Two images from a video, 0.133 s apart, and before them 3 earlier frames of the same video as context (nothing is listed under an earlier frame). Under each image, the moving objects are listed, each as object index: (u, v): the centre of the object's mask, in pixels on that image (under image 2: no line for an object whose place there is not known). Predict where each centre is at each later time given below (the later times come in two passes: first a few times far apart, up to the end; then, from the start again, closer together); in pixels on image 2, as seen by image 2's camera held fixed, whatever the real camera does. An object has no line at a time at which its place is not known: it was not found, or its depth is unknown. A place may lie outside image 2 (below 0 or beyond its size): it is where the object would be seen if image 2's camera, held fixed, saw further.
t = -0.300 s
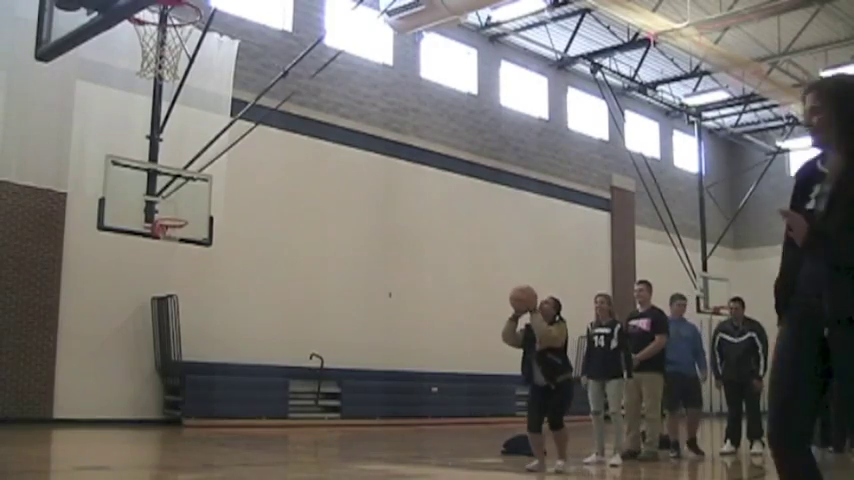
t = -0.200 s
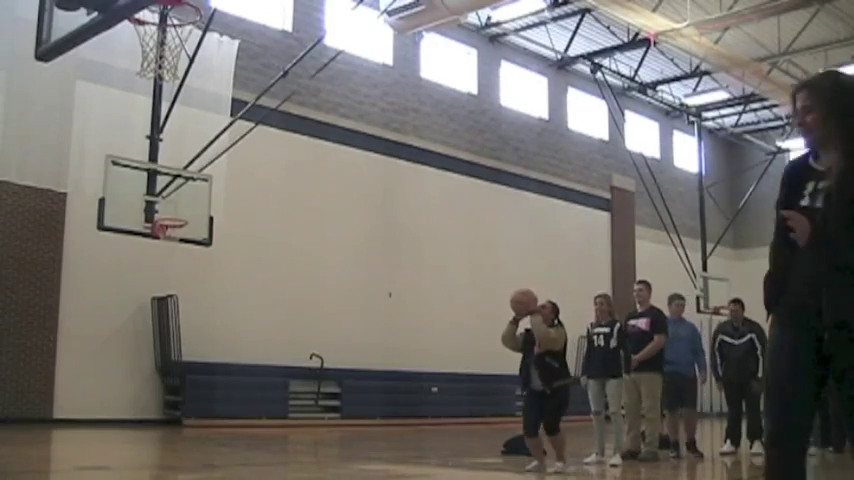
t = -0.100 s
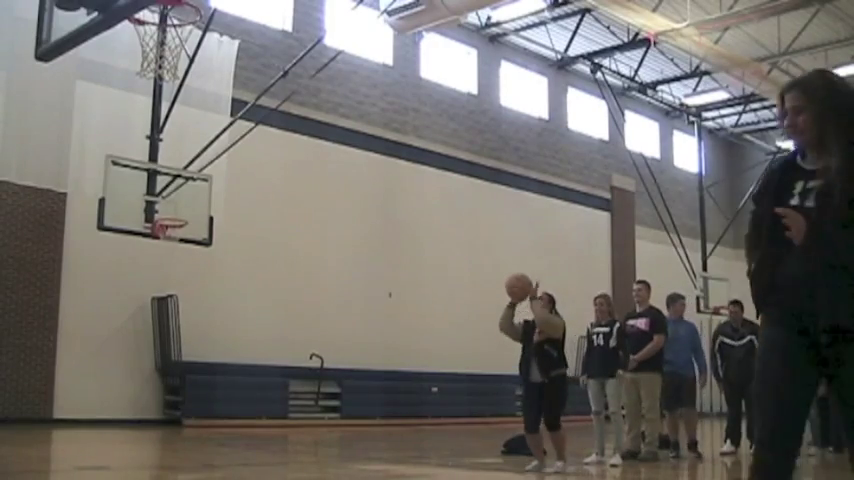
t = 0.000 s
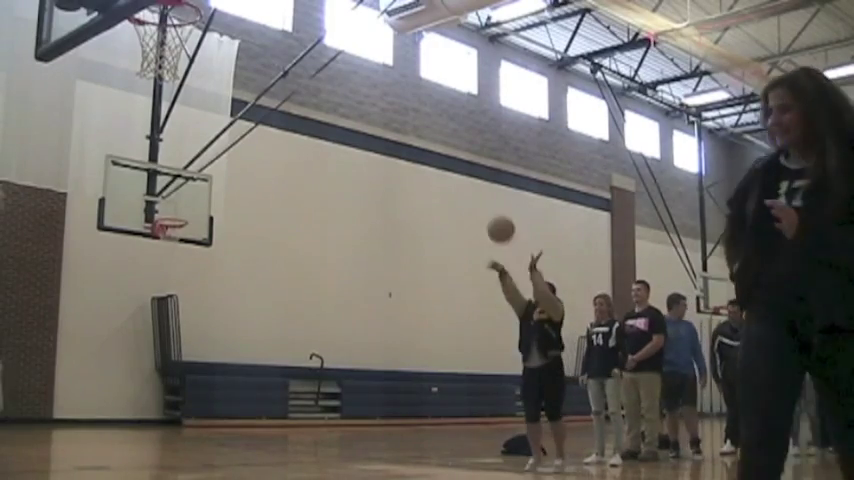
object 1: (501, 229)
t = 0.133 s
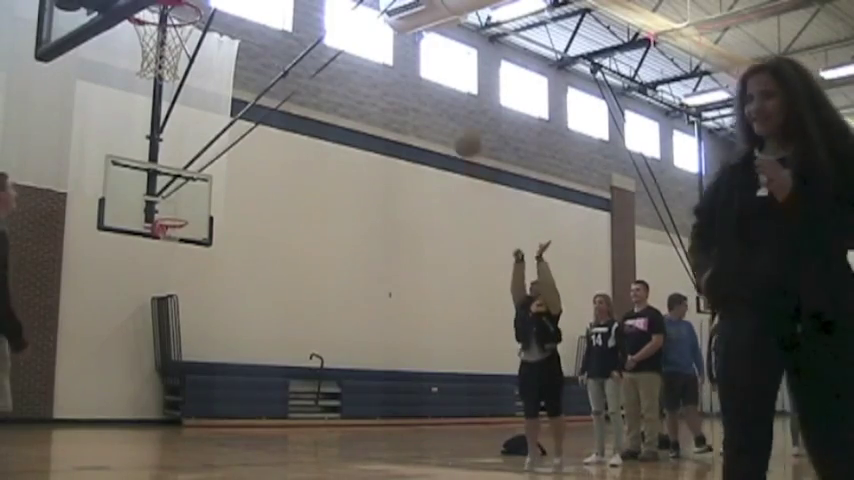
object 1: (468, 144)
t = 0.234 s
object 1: (441, 91)
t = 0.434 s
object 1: (387, 12)
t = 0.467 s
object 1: (378, 7)
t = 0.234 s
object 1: (441, 91)
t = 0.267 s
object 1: (432, 75)
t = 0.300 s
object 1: (422, 59)
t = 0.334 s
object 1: (413, 45)
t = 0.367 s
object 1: (406, 34)
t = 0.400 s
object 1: (397, 24)
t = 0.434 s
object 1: (387, 12)
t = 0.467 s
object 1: (378, 7)
